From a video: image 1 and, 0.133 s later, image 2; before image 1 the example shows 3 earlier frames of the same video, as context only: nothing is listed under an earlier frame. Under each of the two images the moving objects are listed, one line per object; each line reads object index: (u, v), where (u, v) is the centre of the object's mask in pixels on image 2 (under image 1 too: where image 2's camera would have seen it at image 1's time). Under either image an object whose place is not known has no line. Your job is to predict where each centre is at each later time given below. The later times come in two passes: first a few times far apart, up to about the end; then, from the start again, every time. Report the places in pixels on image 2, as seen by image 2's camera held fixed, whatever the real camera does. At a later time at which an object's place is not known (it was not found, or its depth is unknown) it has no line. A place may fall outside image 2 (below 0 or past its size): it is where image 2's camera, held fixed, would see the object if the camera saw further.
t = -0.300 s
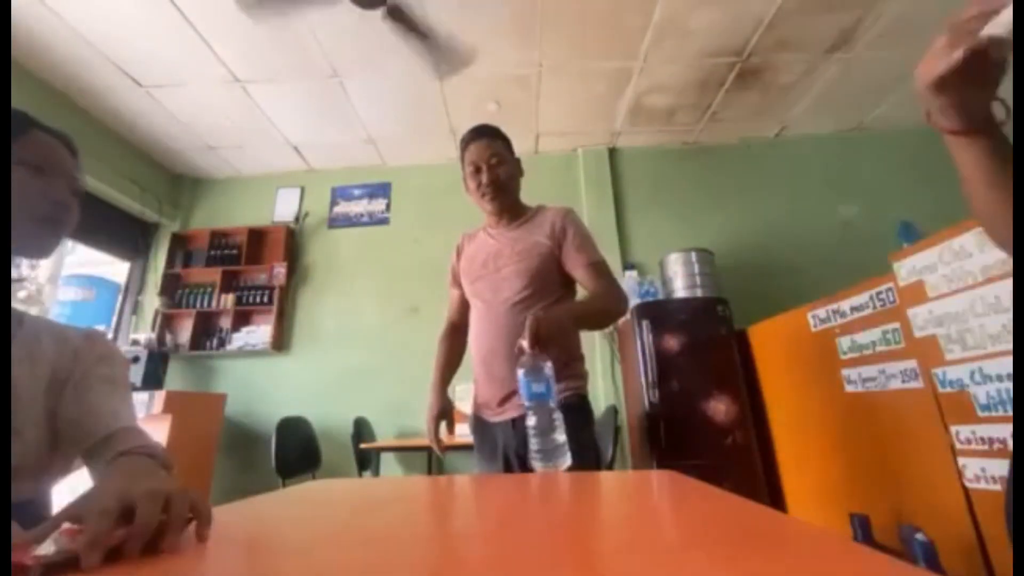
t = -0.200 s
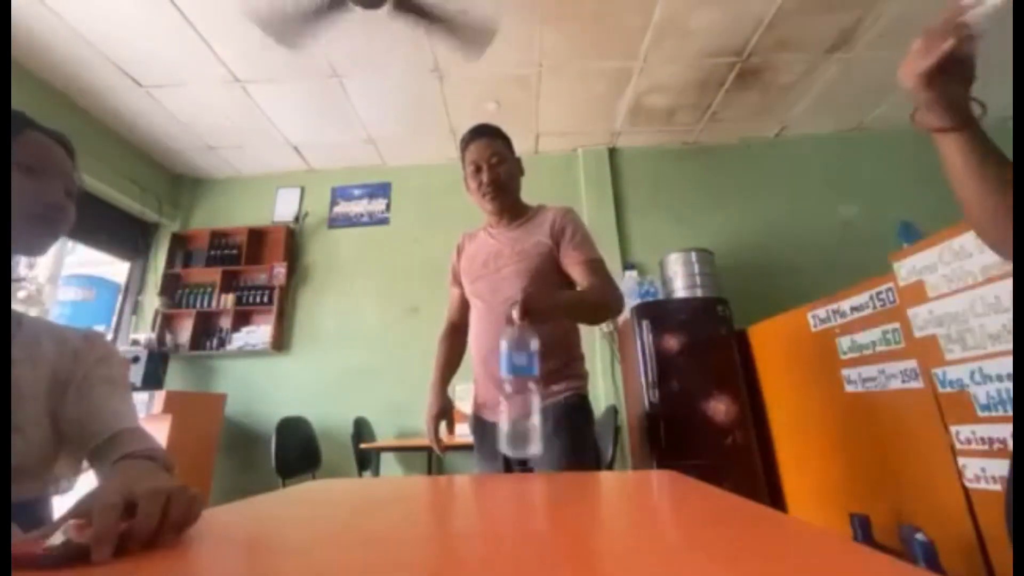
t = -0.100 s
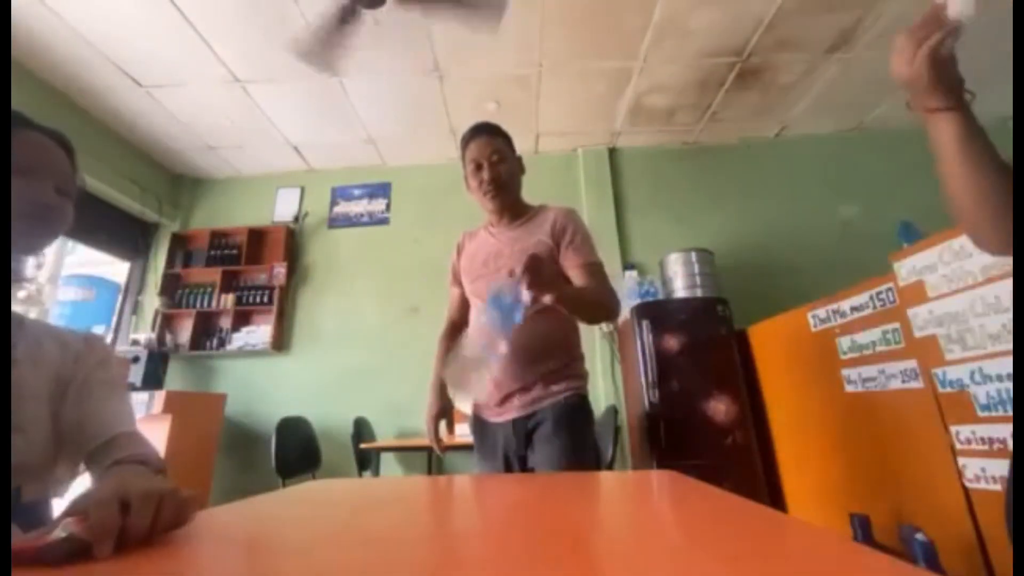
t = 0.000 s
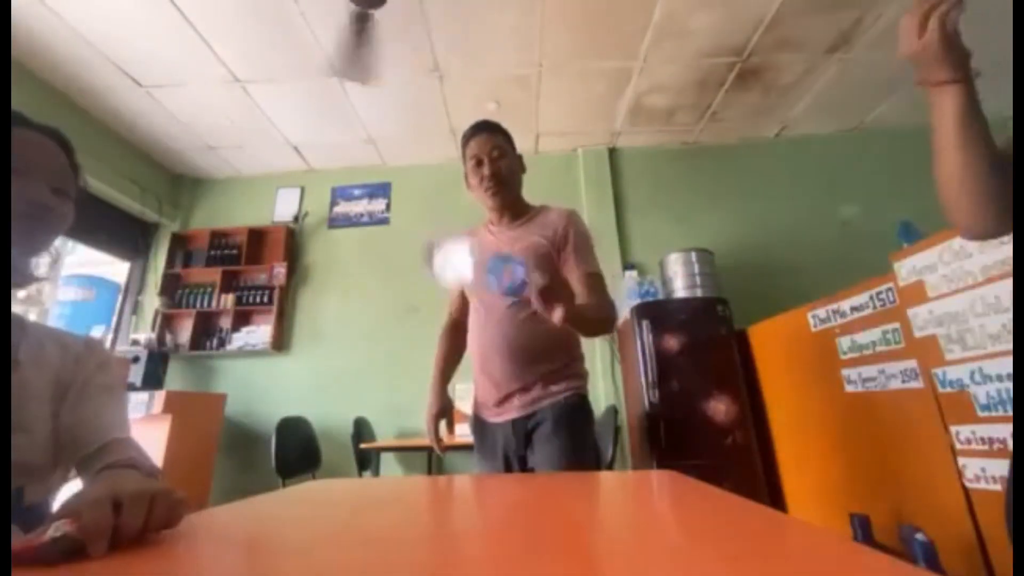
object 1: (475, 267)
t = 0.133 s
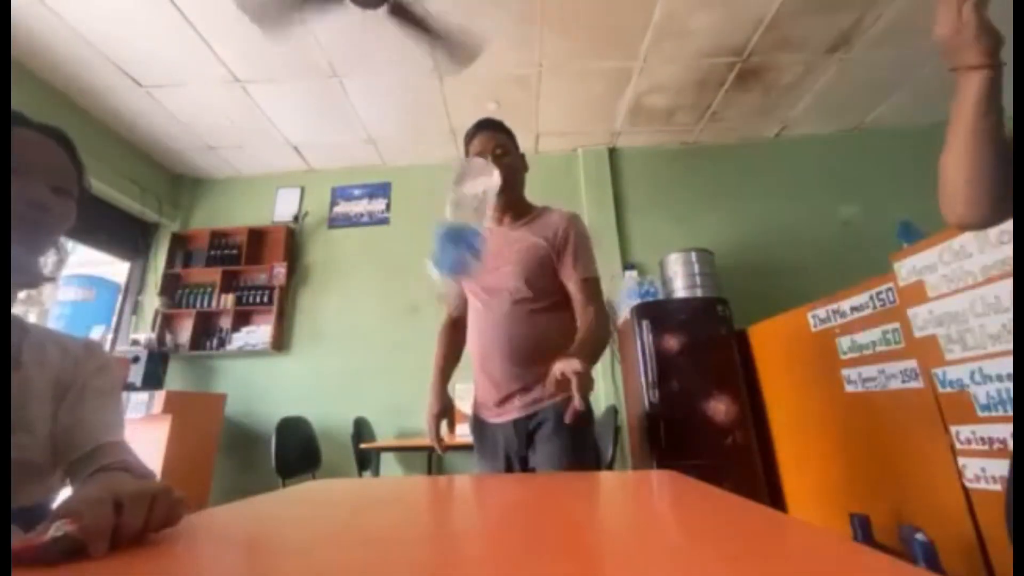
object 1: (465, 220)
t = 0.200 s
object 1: (461, 199)
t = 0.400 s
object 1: (506, 354)
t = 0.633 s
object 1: (477, 468)
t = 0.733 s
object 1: (482, 469)
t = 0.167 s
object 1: (456, 214)
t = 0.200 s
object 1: (461, 199)
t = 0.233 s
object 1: (464, 198)
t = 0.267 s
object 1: (460, 200)
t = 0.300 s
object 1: (473, 222)
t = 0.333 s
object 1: (484, 254)
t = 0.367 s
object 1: (495, 296)
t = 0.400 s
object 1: (506, 354)
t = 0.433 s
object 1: (511, 401)
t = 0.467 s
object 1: (506, 404)
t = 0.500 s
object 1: (496, 409)
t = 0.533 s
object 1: (490, 423)
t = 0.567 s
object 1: (480, 446)
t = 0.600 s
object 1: (478, 467)
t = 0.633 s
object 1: (477, 468)
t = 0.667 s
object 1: (478, 468)
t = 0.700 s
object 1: (479, 469)
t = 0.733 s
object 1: (482, 469)
